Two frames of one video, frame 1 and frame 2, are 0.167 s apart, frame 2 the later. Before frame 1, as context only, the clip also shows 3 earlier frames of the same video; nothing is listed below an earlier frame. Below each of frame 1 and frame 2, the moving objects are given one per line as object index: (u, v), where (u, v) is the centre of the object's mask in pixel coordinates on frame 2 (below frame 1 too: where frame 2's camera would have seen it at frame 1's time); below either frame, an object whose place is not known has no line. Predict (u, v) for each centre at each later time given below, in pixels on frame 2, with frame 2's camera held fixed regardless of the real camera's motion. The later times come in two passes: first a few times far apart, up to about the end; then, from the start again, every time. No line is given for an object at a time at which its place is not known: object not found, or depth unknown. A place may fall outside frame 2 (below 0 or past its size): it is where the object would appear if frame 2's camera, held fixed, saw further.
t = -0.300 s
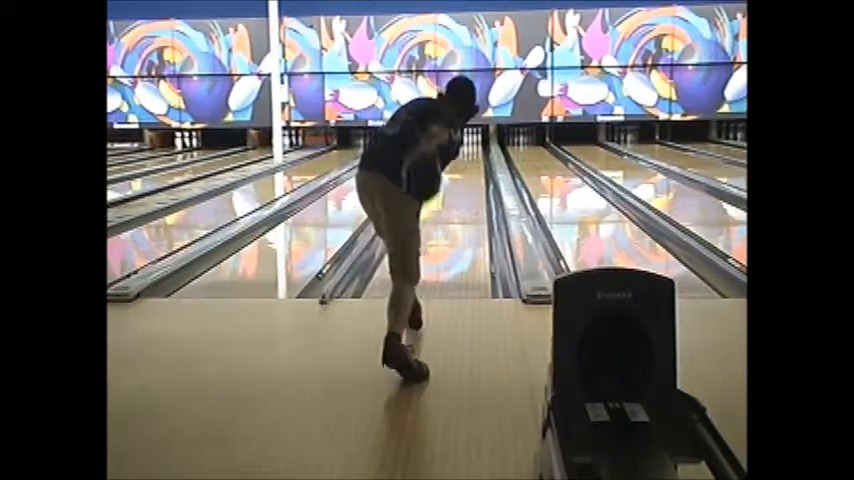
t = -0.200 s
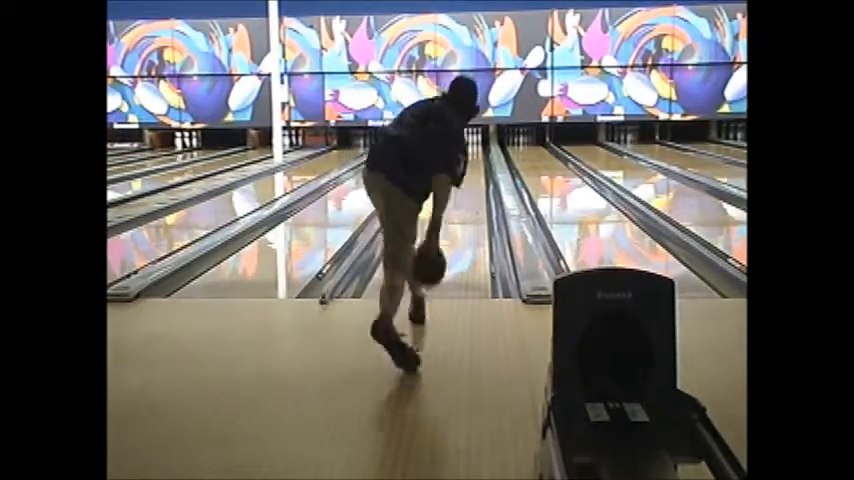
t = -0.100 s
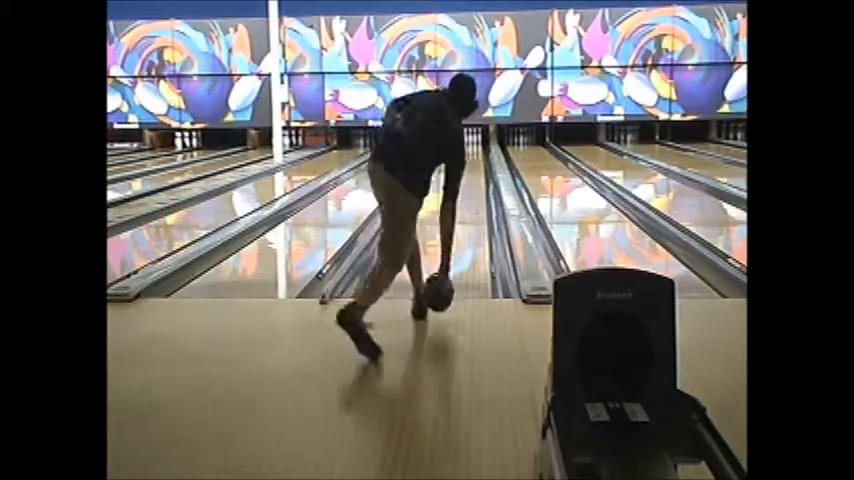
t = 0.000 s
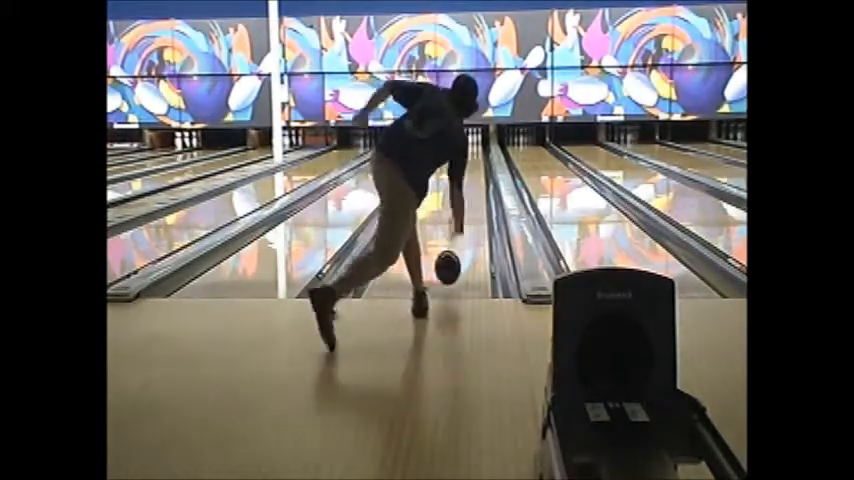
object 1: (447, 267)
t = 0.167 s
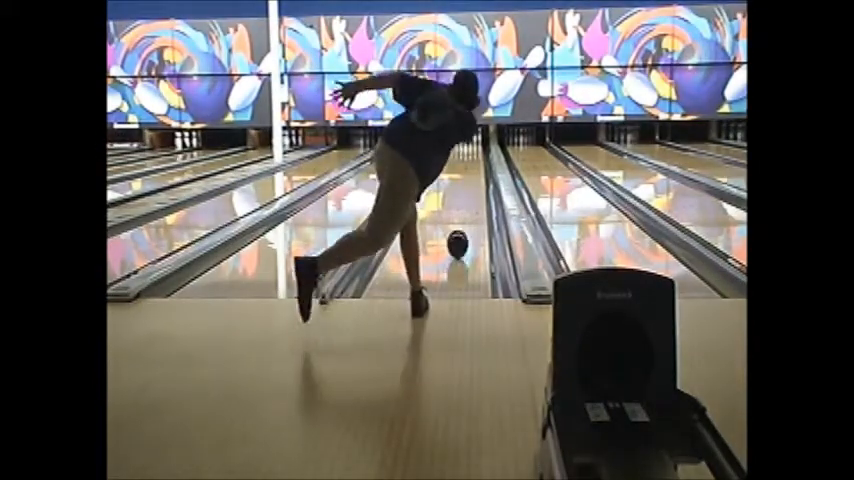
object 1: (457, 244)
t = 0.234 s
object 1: (460, 234)
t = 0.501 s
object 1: (469, 205)
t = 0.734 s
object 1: (473, 187)
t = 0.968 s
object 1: (475, 176)
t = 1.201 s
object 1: (477, 166)
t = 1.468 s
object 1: (476, 158)
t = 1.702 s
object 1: (477, 153)
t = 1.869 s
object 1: (477, 150)
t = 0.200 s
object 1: (459, 239)
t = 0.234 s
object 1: (460, 234)
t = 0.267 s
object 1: (461, 230)
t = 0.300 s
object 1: (463, 225)
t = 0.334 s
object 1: (464, 221)
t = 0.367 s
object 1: (465, 218)
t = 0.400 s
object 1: (466, 214)
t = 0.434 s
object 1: (467, 211)
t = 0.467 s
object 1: (468, 208)
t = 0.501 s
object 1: (469, 205)
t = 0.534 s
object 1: (469, 202)
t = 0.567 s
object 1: (470, 199)
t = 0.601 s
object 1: (471, 202)
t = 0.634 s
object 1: (472, 194)
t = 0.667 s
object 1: (472, 192)
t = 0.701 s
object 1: (472, 189)
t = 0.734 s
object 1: (473, 187)
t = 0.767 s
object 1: (473, 185)
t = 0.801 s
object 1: (473, 184)
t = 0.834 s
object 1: (474, 182)
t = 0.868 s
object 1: (474, 180)
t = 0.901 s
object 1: (475, 179)
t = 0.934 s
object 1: (475, 177)
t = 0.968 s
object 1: (475, 176)
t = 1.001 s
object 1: (476, 174)
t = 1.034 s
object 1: (476, 172)
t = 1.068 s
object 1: (476, 171)
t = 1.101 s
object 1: (476, 169)
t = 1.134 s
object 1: (476, 169)
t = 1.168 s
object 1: (477, 167)
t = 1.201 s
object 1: (477, 166)
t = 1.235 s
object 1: (477, 165)
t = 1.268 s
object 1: (477, 163)
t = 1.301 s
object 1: (477, 164)
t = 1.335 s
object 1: (477, 162)
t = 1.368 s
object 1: (477, 161)
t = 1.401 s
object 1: (477, 160)
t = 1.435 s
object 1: (476, 159)
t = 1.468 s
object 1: (476, 158)
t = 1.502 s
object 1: (476, 158)
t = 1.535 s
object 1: (476, 157)
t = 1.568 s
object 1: (476, 156)
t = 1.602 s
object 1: (477, 154)
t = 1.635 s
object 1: (477, 154)
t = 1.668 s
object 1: (477, 154)
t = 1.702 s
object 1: (477, 153)
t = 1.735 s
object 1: (476, 152)
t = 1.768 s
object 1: (477, 150)
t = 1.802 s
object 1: (477, 150)
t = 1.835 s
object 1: (477, 150)
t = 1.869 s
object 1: (477, 150)
